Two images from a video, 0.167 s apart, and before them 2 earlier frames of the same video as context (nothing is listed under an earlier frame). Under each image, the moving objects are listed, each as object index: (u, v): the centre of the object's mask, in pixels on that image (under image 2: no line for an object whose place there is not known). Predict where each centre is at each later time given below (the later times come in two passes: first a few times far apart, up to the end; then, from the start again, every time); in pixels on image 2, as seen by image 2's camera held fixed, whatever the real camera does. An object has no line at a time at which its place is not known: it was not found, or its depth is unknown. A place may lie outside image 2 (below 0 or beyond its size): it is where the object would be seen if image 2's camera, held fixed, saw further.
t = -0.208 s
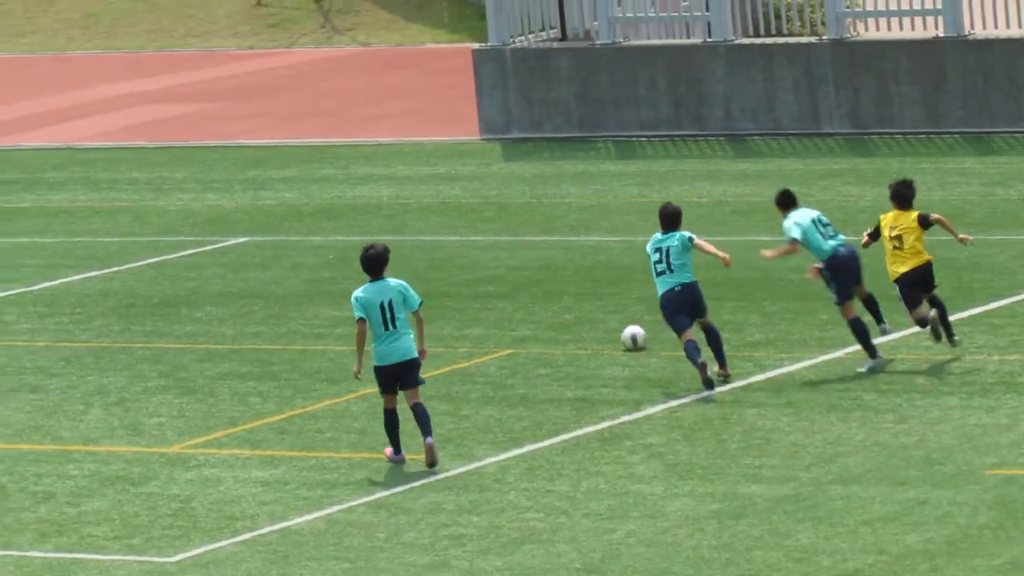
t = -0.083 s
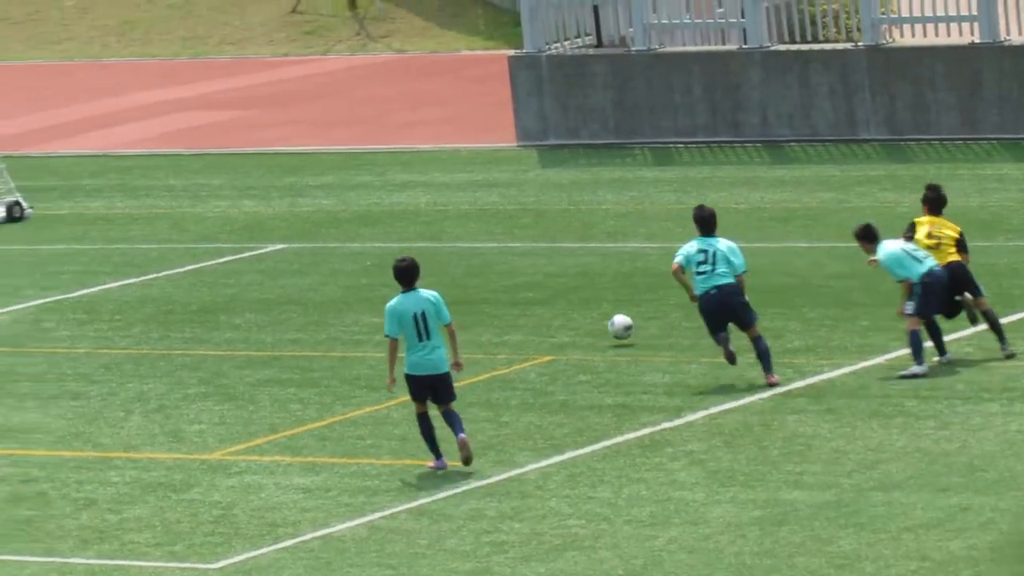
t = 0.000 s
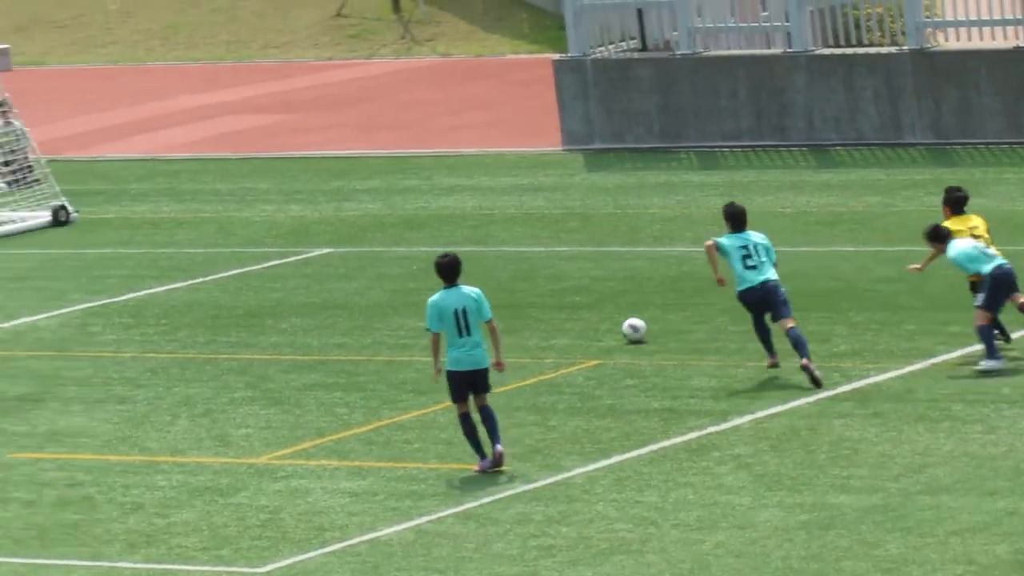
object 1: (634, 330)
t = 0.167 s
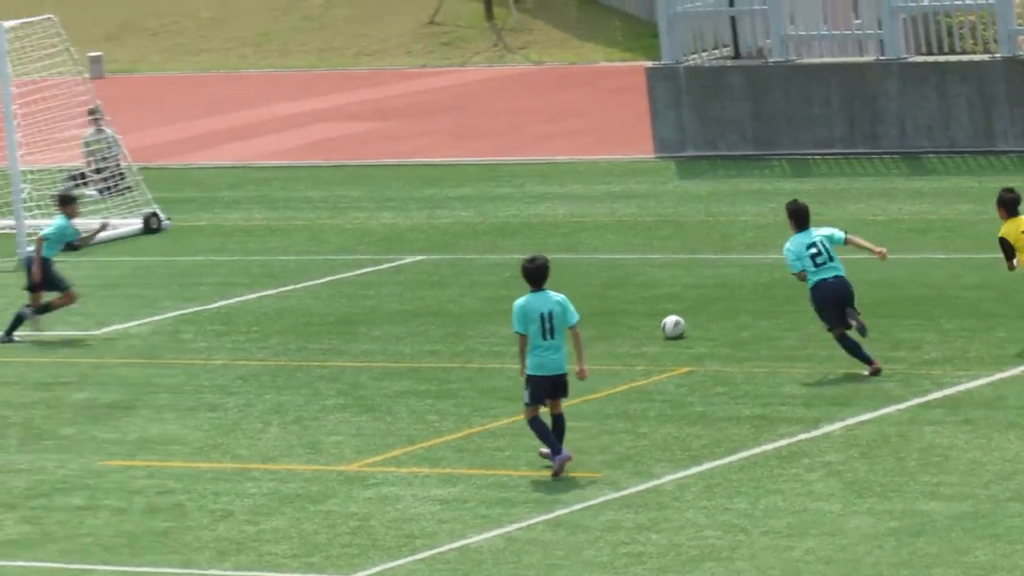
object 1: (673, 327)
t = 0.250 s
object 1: (652, 320)
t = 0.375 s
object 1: (622, 314)
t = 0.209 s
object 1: (662, 323)
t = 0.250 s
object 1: (652, 320)
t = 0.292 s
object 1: (642, 319)
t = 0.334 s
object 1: (632, 317)
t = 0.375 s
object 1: (622, 314)
